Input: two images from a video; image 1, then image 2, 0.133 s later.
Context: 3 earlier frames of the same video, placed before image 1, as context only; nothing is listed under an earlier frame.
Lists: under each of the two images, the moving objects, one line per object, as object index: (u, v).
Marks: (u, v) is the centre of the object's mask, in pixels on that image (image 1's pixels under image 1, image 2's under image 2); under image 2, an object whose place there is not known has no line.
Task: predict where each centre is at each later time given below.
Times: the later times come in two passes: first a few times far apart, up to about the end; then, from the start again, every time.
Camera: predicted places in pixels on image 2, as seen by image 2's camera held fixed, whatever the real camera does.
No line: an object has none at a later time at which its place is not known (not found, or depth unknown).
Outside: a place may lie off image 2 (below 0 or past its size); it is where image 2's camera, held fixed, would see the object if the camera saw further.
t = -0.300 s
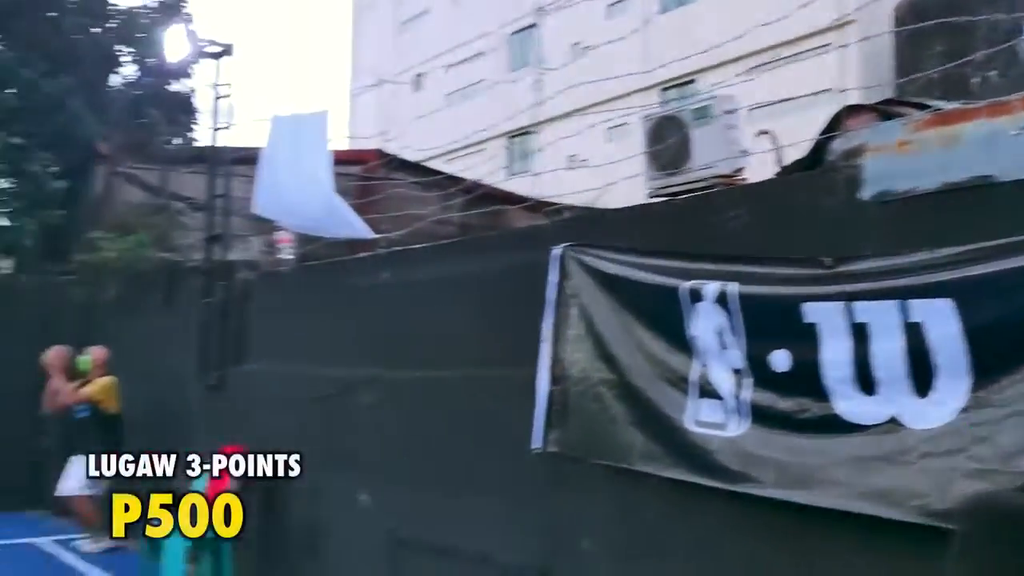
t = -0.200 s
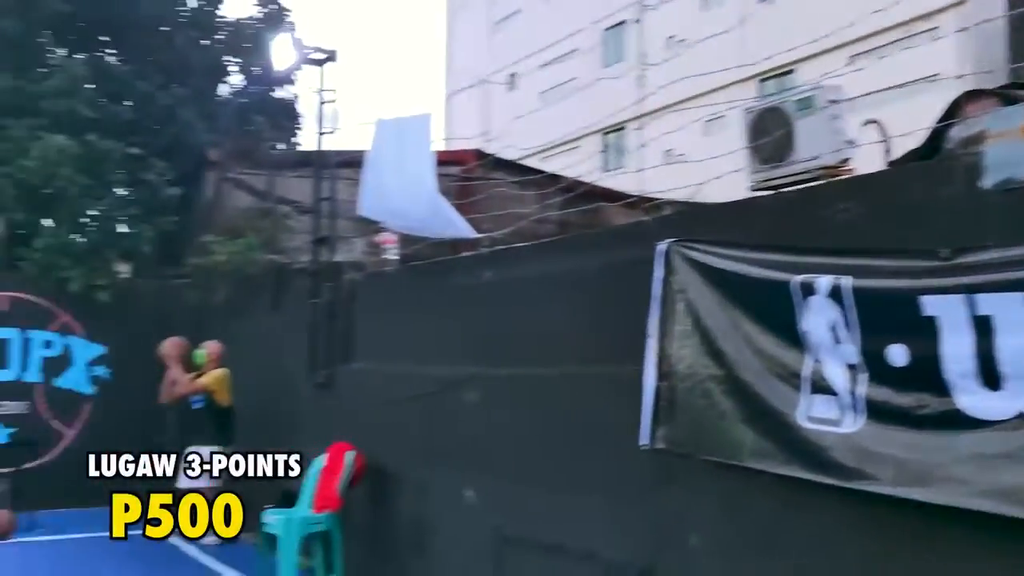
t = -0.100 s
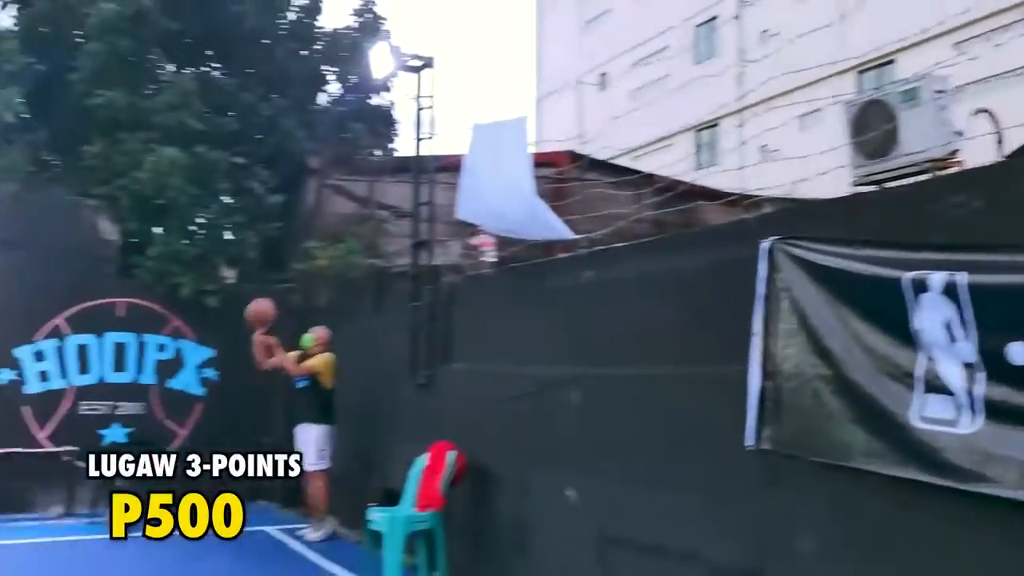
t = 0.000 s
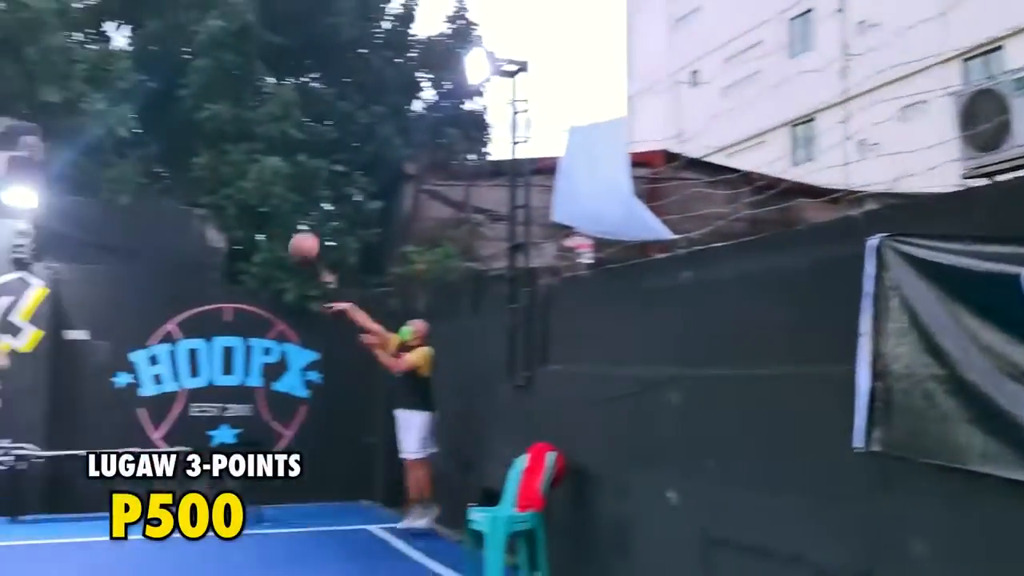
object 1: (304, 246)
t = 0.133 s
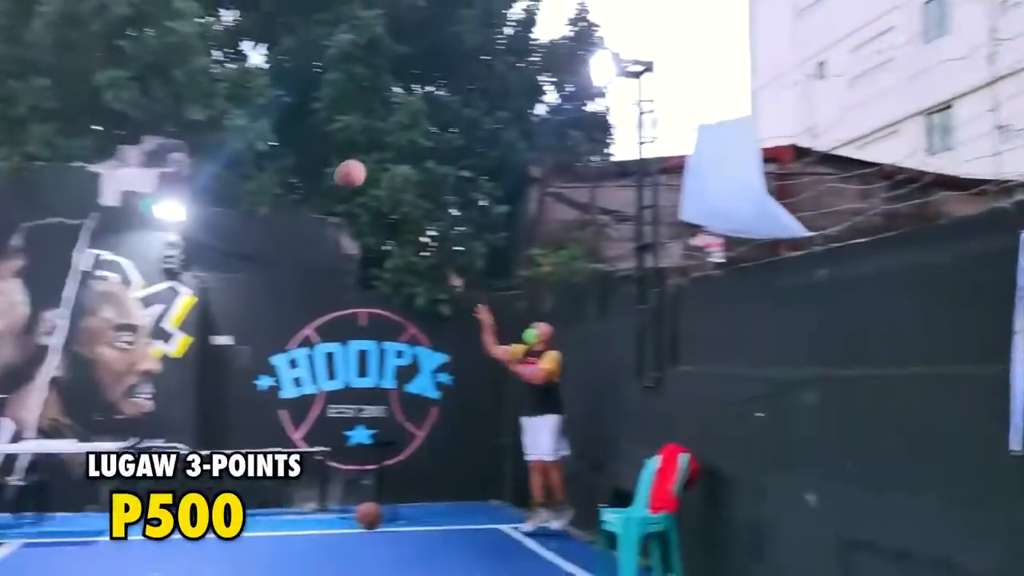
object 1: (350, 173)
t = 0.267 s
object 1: (265, 112)
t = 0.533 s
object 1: (82, 47)
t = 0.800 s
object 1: (-125, 63)
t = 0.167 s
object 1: (329, 157)
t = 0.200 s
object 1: (308, 141)
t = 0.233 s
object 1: (287, 126)
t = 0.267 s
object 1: (265, 112)
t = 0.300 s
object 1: (244, 99)
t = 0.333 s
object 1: (222, 88)
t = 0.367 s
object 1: (199, 78)
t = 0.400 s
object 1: (176, 69)
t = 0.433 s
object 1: (153, 62)
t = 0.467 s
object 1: (129, 56)
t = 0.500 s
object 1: (105, 50)
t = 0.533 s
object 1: (82, 47)
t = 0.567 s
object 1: (57, 44)
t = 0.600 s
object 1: (32, 42)
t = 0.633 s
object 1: (7, 42)
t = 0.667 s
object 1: (-18, 43)
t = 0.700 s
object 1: (-43, 45)
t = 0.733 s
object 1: (-71, 50)
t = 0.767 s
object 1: (-97, 54)
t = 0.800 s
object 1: (-125, 63)
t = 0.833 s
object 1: (-154, 72)
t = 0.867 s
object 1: (-181, 84)
